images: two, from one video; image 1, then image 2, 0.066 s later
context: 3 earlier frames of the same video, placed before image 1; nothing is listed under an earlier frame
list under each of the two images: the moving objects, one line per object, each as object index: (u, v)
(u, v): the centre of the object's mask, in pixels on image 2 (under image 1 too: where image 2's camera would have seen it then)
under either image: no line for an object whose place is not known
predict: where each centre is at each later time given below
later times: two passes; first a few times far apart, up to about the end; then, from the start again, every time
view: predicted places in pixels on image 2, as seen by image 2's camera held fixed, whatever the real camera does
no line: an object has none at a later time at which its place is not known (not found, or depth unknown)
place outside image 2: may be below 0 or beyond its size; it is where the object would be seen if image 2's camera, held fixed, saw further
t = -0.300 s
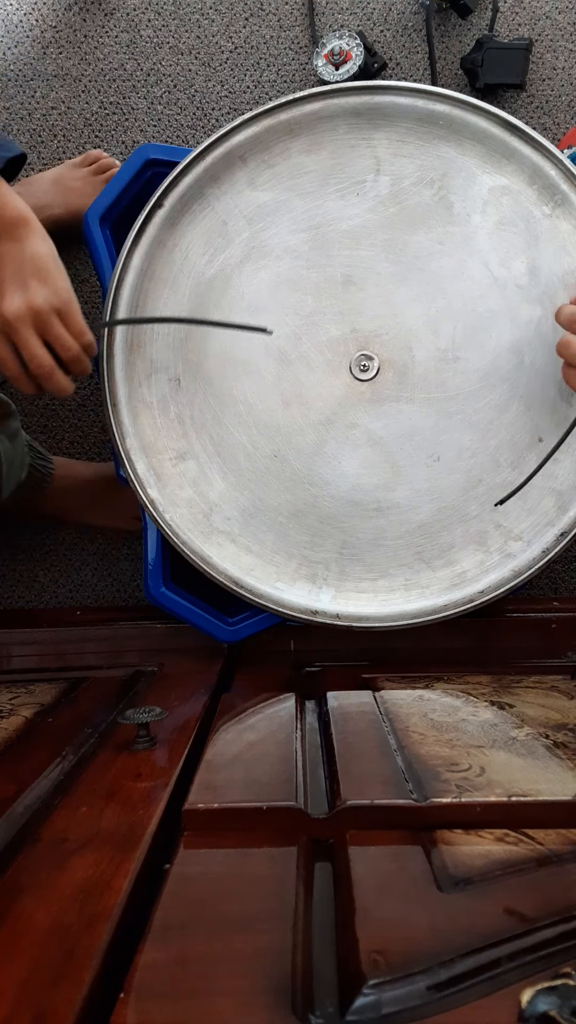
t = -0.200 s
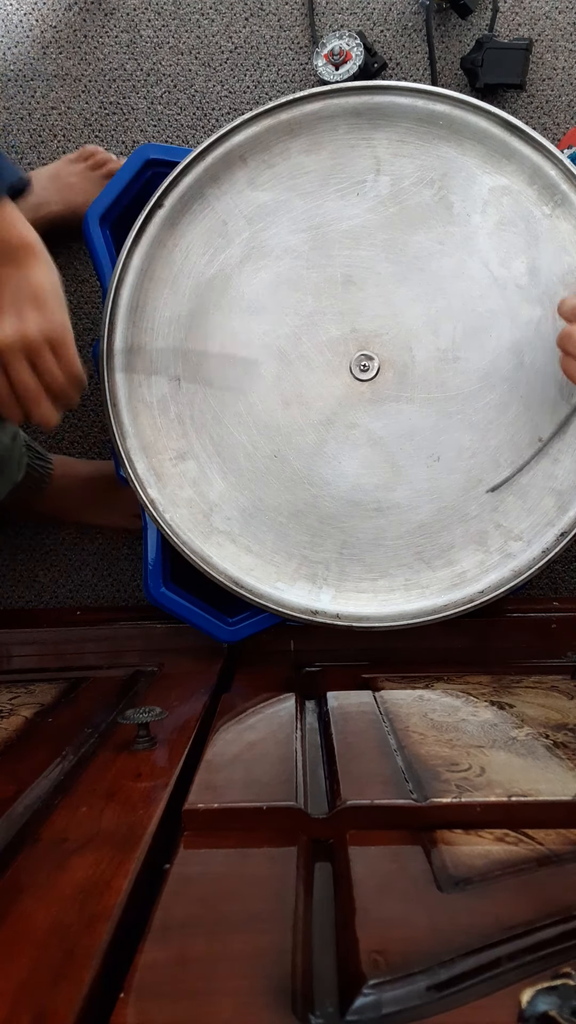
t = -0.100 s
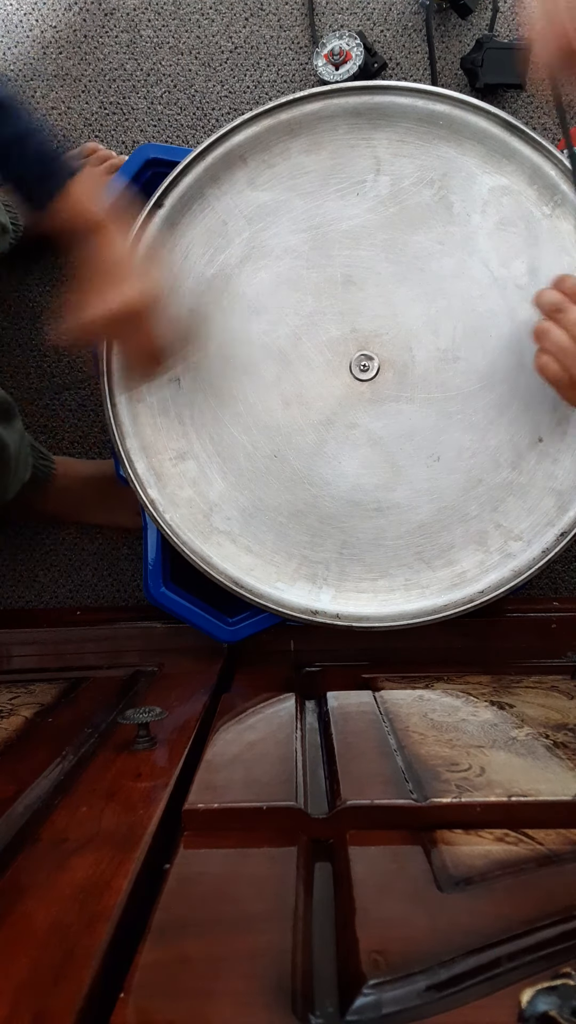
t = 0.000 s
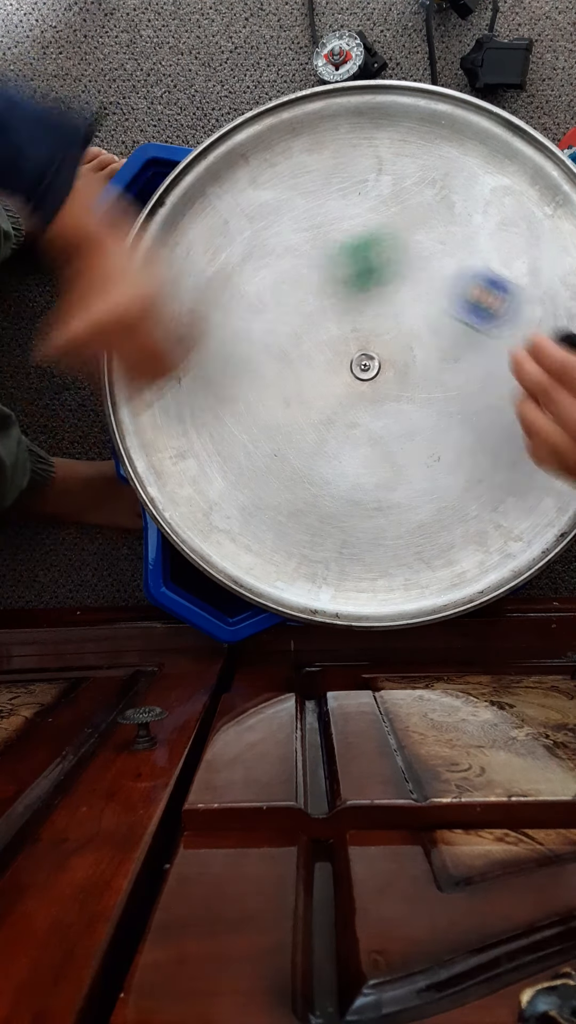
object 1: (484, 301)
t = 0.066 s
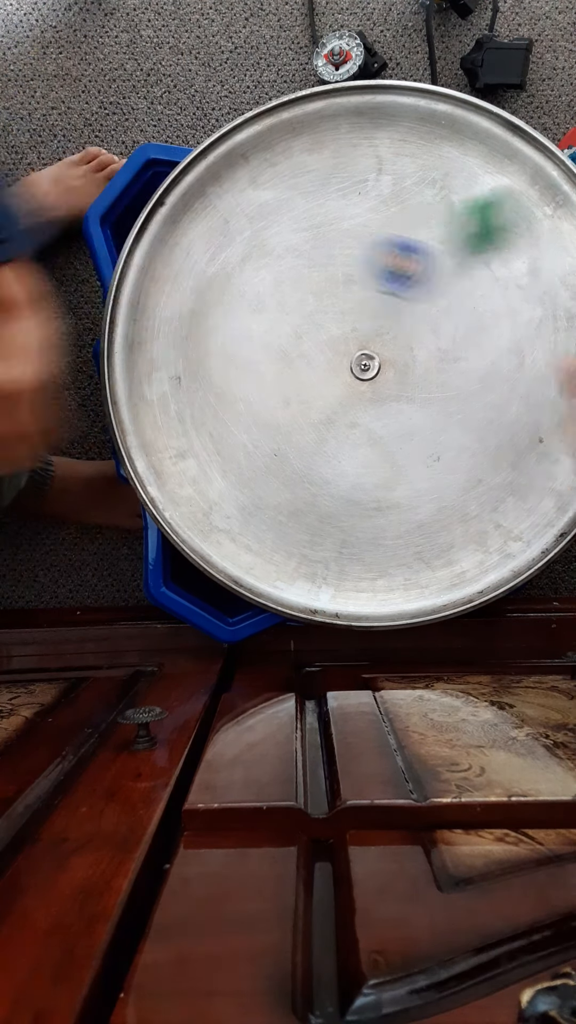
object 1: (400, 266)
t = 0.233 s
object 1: (173, 250)
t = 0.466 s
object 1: (141, 466)
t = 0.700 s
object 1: (378, 604)
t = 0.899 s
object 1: (556, 436)
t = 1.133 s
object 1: (448, 231)
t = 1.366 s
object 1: (177, 230)
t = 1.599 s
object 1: (244, 545)
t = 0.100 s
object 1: (353, 256)
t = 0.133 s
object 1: (313, 252)
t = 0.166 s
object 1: (272, 251)
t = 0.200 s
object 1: (224, 249)
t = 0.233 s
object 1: (173, 250)
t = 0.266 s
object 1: (129, 257)
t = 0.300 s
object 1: (120, 284)
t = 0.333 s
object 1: (118, 319)
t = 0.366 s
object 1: (119, 355)
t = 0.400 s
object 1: (121, 392)
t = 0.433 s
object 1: (127, 429)
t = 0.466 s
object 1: (141, 466)
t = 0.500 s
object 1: (162, 502)
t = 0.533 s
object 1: (189, 533)
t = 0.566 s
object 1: (217, 563)
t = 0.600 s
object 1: (251, 584)
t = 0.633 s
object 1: (296, 597)
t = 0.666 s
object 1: (335, 605)
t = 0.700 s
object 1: (378, 604)
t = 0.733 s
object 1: (423, 594)
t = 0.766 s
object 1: (461, 578)
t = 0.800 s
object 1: (495, 551)
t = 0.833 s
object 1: (525, 520)
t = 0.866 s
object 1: (548, 478)
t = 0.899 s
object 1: (556, 436)
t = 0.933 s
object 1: (557, 400)
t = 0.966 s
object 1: (556, 366)
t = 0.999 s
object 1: (548, 329)
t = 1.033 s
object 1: (534, 300)
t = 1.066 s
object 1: (511, 273)
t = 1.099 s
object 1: (482, 249)
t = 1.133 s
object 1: (448, 231)
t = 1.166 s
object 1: (410, 217)
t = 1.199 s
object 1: (373, 210)
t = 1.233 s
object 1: (332, 207)
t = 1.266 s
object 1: (294, 206)
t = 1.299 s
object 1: (254, 210)
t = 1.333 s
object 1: (213, 216)
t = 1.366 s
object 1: (177, 230)
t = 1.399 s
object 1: (175, 272)
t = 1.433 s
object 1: (191, 330)
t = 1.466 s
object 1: (205, 382)
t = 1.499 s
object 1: (214, 430)
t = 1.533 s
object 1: (222, 473)
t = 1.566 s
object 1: (231, 512)
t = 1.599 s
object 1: (244, 545)
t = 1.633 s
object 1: (263, 571)
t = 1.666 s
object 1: (300, 585)
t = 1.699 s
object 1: (327, 593)
